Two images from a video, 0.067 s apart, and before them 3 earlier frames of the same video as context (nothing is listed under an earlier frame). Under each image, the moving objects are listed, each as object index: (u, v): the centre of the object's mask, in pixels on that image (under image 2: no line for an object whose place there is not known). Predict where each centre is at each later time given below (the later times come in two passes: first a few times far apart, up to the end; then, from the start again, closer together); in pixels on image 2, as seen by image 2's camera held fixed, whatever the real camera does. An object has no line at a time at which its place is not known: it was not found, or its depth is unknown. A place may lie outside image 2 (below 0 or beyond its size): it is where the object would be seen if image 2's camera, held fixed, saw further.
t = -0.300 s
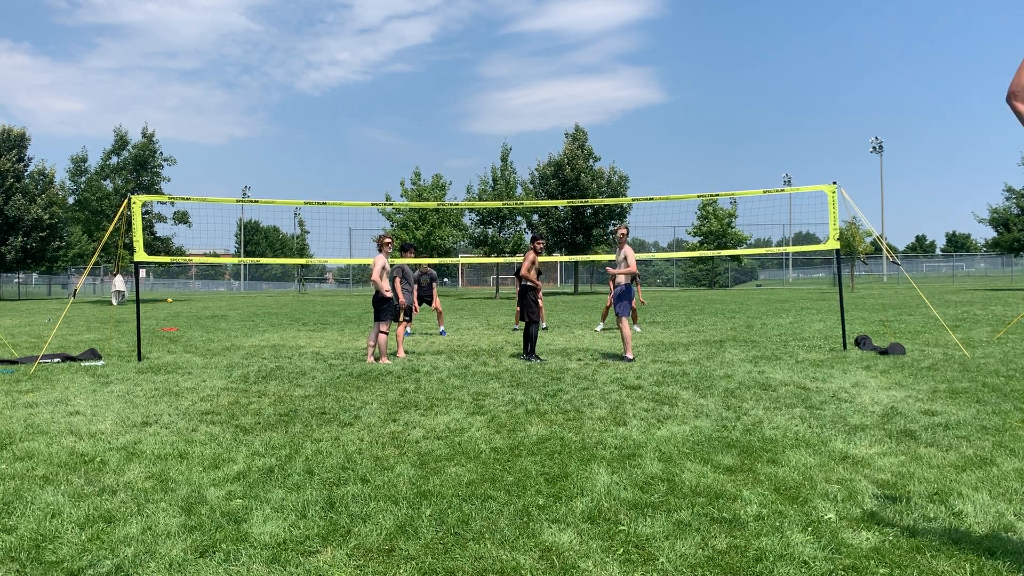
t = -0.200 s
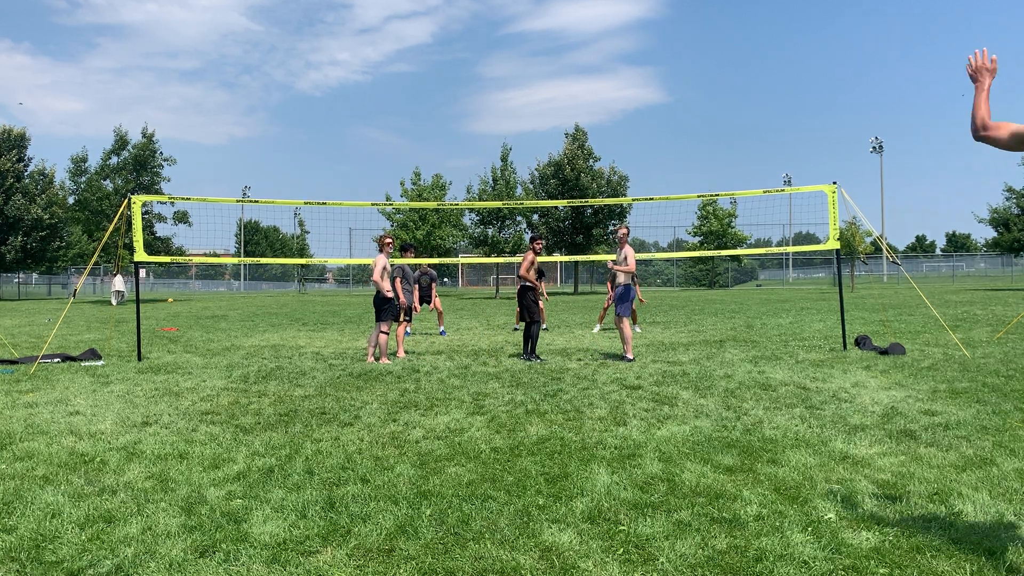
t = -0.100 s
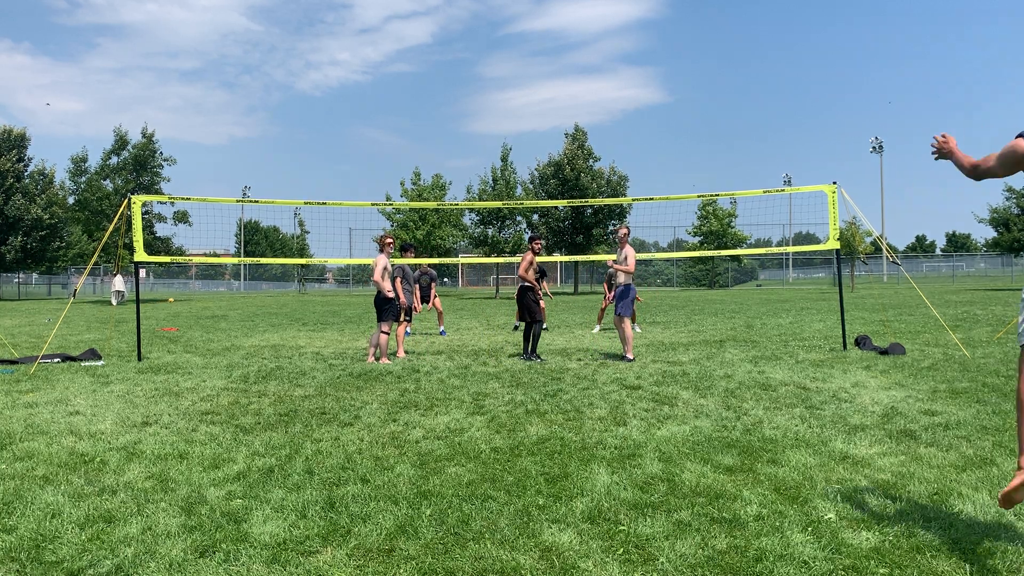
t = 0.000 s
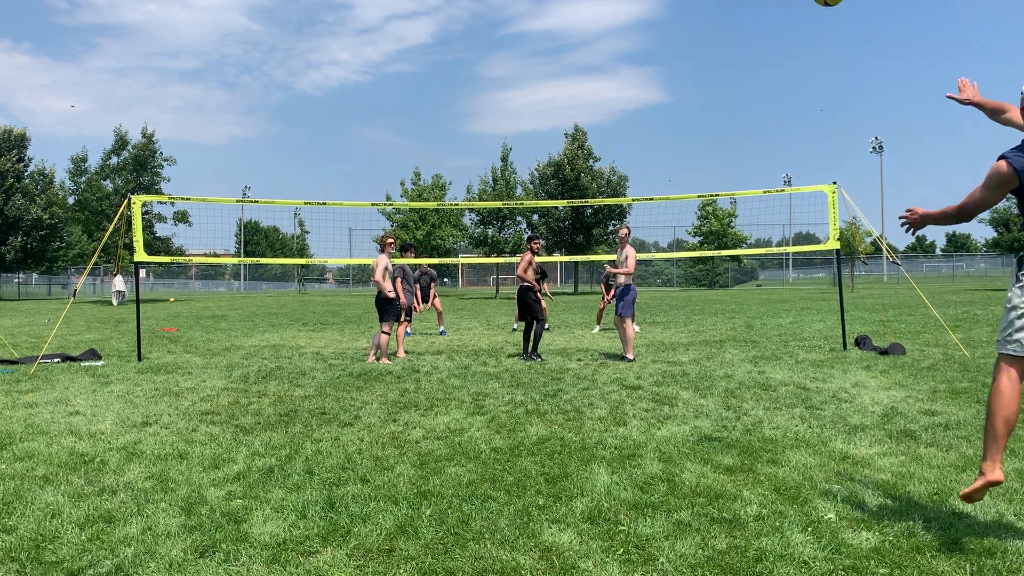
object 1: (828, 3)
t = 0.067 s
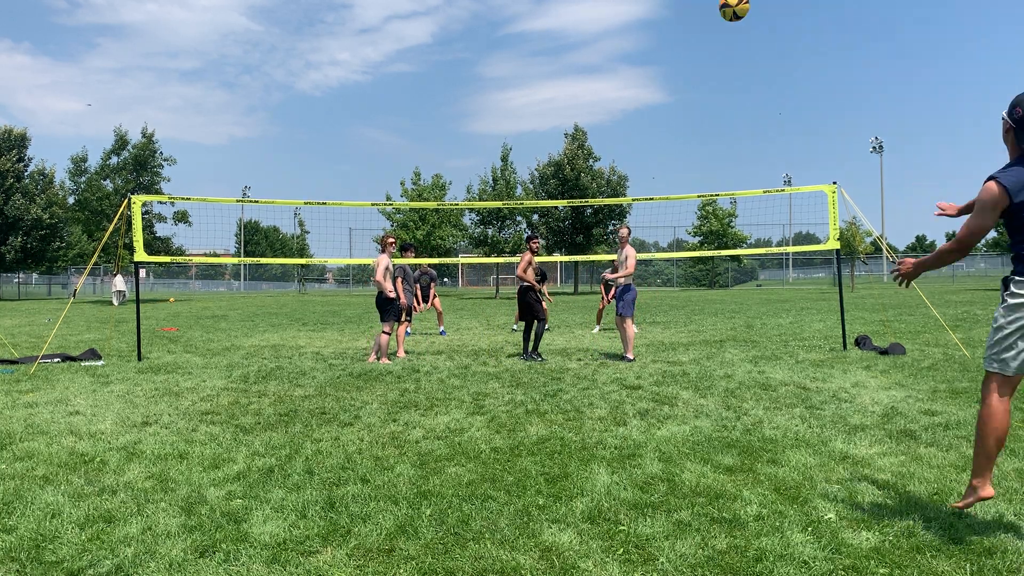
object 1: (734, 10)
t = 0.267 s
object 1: (570, 62)
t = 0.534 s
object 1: (468, 144)
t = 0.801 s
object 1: (411, 225)
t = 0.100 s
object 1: (697, 15)
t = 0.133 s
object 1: (664, 25)
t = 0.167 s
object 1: (636, 34)
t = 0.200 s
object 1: (611, 43)
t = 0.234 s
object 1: (589, 53)
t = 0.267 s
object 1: (570, 62)
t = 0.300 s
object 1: (552, 72)
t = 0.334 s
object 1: (537, 82)
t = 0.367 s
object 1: (522, 92)
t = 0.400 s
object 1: (509, 102)
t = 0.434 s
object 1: (498, 113)
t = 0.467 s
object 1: (487, 123)
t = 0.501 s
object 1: (477, 133)
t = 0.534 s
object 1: (468, 144)
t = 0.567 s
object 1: (459, 154)
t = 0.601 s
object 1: (451, 164)
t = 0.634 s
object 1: (443, 174)
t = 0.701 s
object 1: (430, 195)
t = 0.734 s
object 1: (422, 200)
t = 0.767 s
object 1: (418, 215)
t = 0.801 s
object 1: (411, 225)
